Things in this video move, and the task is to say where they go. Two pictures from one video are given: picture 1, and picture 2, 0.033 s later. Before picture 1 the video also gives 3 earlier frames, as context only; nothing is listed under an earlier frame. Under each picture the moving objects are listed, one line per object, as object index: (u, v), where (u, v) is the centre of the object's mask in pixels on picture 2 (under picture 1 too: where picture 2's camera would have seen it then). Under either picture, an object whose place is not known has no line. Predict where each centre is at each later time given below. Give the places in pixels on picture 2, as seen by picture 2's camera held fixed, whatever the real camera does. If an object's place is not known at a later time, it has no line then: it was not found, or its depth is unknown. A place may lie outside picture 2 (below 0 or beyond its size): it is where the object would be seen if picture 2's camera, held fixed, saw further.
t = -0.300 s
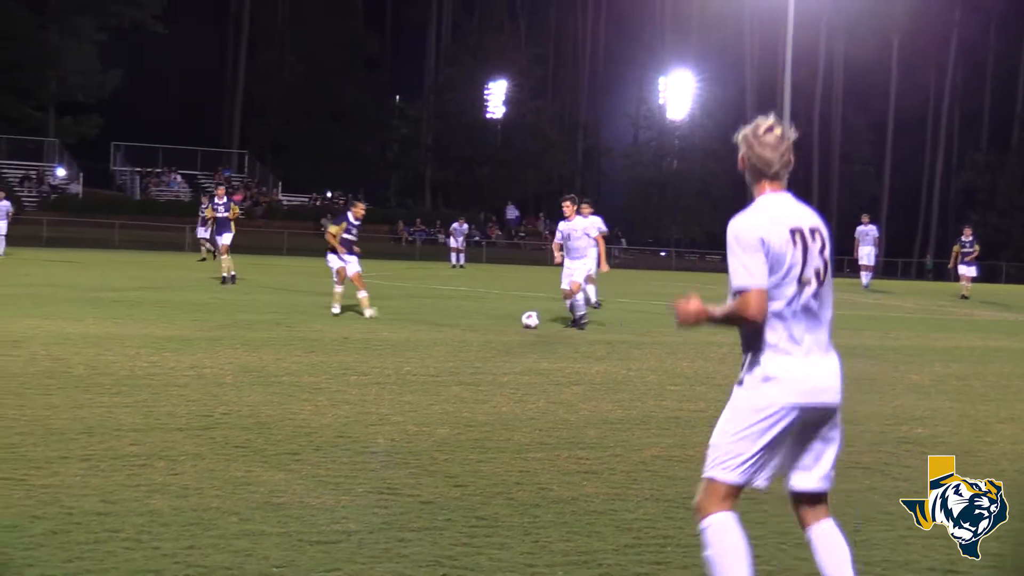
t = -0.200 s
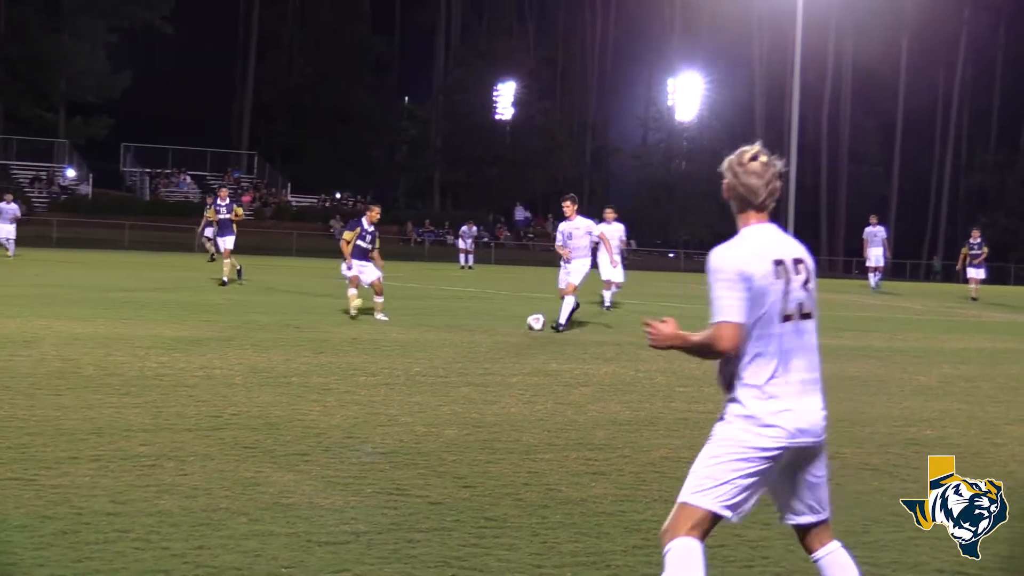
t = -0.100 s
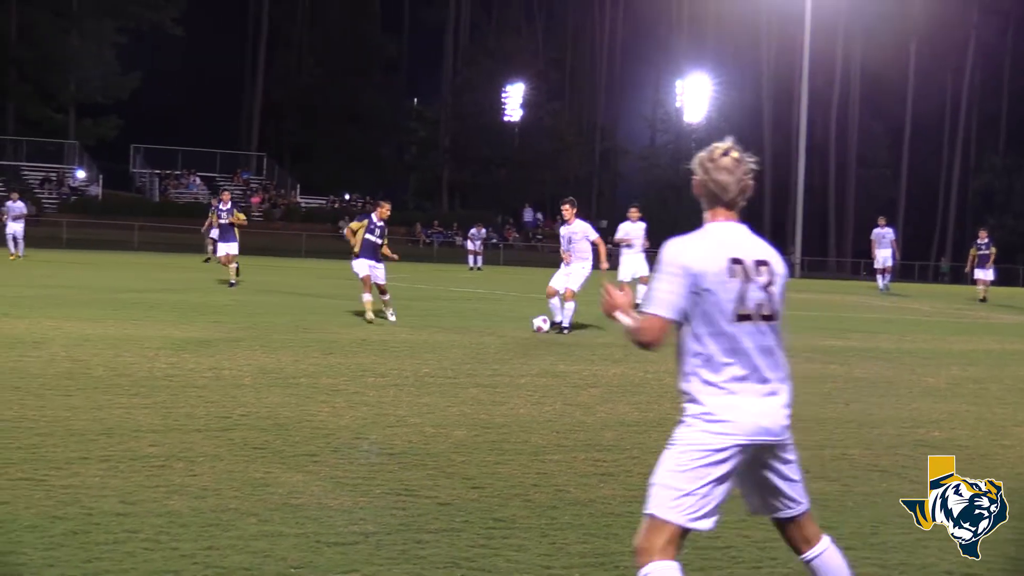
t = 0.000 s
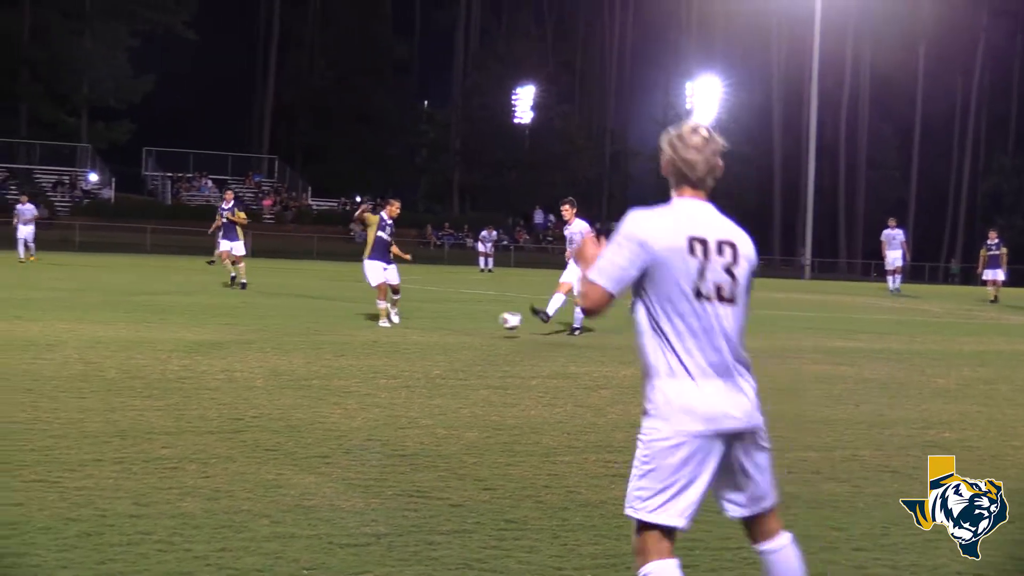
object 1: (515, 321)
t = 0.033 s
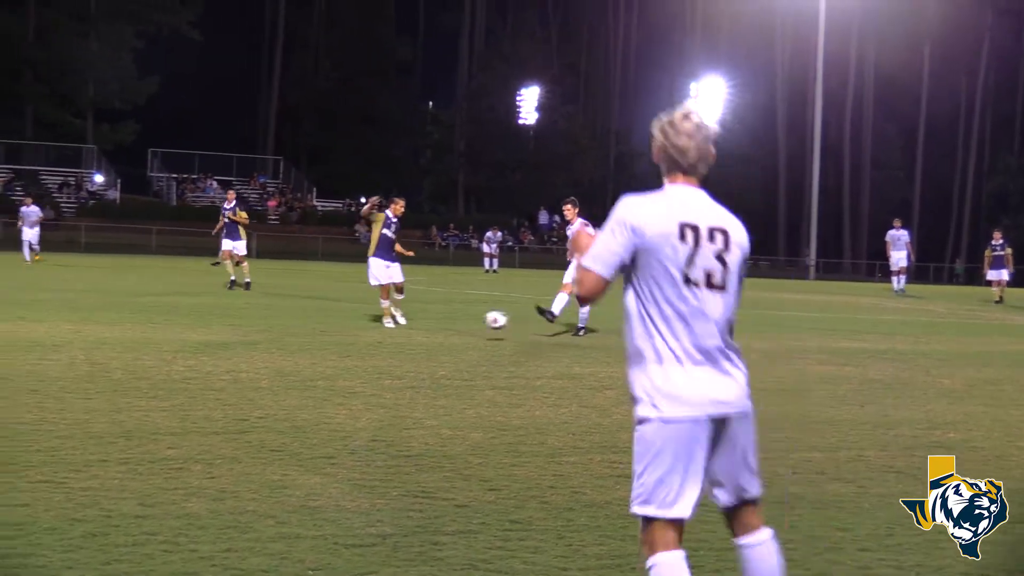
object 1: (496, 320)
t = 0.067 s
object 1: (476, 319)
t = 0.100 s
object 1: (455, 321)
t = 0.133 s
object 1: (434, 323)
